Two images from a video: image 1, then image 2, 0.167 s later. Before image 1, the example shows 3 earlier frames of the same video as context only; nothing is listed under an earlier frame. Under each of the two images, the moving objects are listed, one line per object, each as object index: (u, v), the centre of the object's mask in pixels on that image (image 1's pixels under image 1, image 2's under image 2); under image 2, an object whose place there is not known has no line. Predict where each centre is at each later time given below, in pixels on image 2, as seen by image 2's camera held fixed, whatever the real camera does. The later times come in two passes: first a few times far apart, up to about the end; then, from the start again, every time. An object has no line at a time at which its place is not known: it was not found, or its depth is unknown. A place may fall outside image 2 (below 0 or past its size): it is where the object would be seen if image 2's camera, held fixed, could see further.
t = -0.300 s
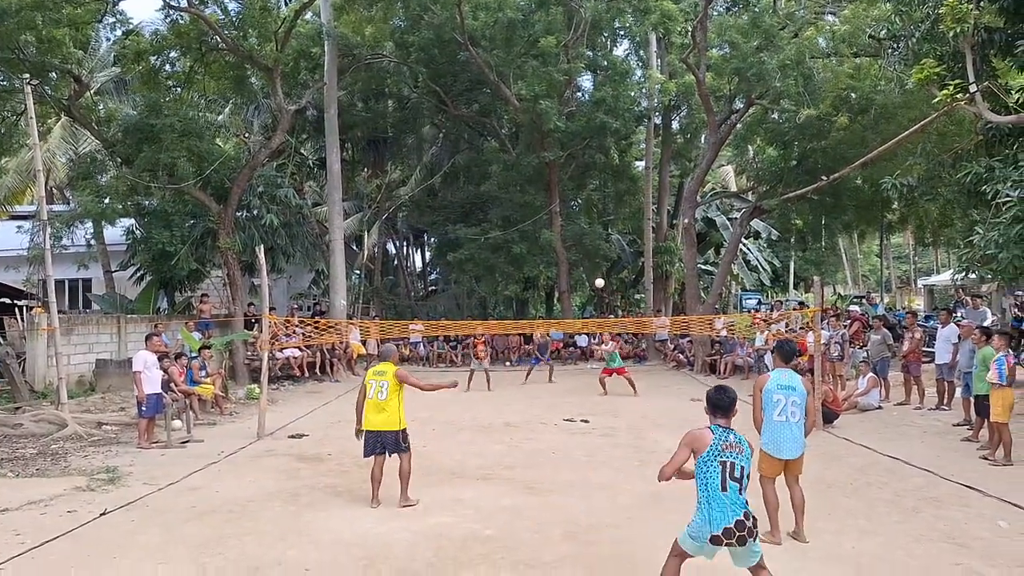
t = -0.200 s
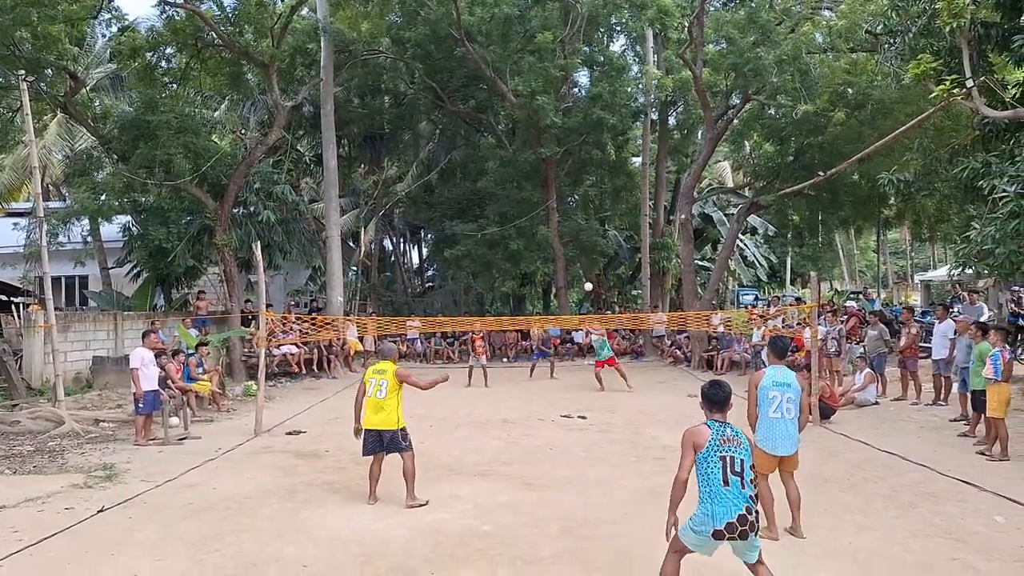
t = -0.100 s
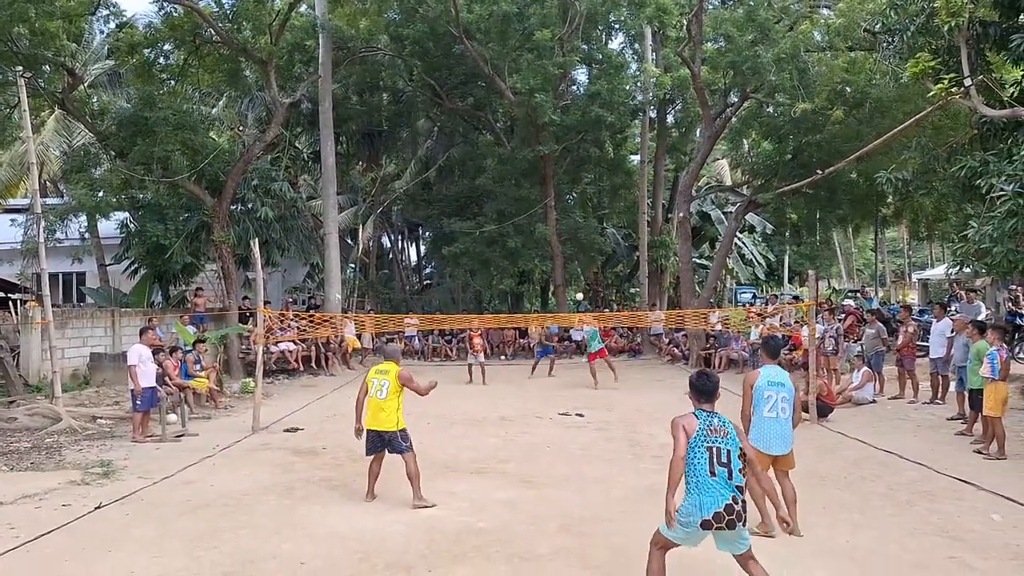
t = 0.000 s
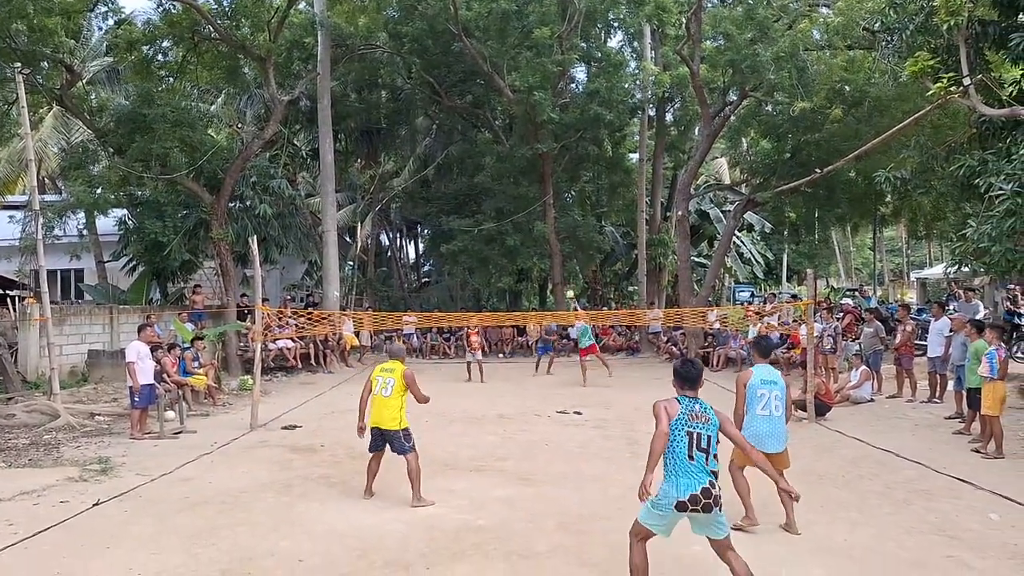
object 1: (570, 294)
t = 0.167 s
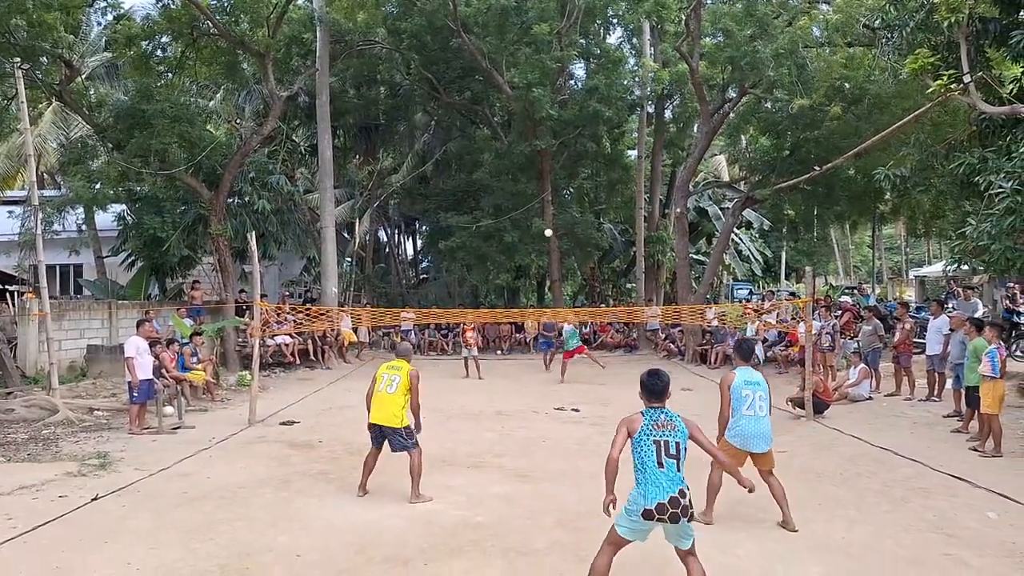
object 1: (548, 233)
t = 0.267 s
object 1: (535, 200)
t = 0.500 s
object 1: (499, 136)
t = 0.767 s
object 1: (447, 86)
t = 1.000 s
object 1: (390, 77)
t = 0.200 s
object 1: (544, 222)
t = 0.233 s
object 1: (539, 211)
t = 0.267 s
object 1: (535, 200)
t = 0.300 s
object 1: (530, 190)
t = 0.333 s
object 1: (526, 180)
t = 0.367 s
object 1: (521, 171)
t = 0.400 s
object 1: (516, 162)
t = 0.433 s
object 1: (510, 153)
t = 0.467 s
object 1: (505, 144)
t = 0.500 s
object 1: (499, 136)
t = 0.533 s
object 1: (493, 128)
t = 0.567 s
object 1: (487, 120)
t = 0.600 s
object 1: (481, 113)
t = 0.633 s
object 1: (475, 107)
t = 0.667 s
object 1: (469, 101)
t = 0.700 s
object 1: (462, 96)
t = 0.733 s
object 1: (455, 91)
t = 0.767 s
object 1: (447, 86)
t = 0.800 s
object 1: (440, 83)
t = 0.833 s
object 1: (432, 80)
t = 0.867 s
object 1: (424, 77)
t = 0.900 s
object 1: (416, 76)
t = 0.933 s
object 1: (407, 76)
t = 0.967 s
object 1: (398, 76)
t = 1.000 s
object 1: (390, 77)
